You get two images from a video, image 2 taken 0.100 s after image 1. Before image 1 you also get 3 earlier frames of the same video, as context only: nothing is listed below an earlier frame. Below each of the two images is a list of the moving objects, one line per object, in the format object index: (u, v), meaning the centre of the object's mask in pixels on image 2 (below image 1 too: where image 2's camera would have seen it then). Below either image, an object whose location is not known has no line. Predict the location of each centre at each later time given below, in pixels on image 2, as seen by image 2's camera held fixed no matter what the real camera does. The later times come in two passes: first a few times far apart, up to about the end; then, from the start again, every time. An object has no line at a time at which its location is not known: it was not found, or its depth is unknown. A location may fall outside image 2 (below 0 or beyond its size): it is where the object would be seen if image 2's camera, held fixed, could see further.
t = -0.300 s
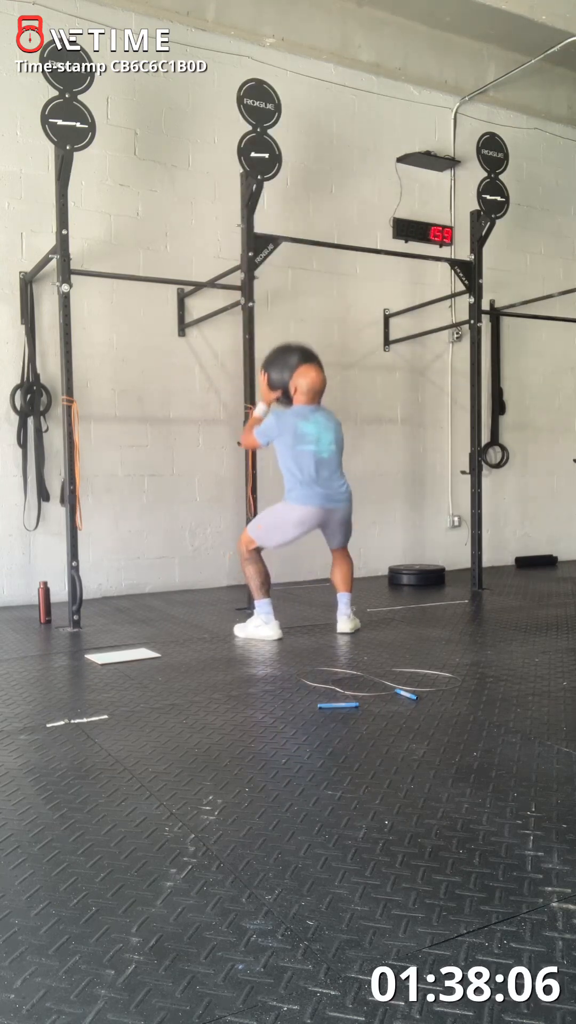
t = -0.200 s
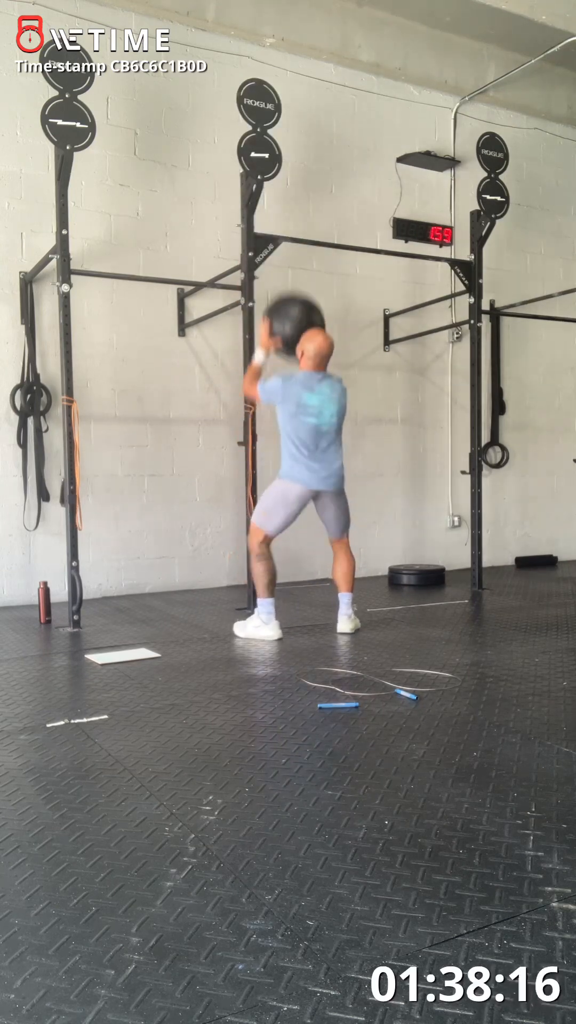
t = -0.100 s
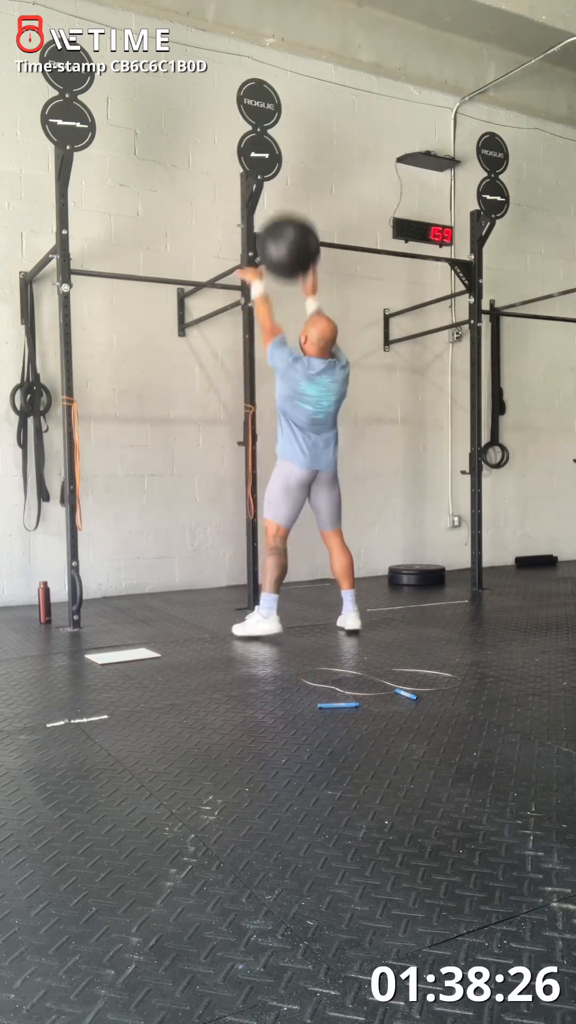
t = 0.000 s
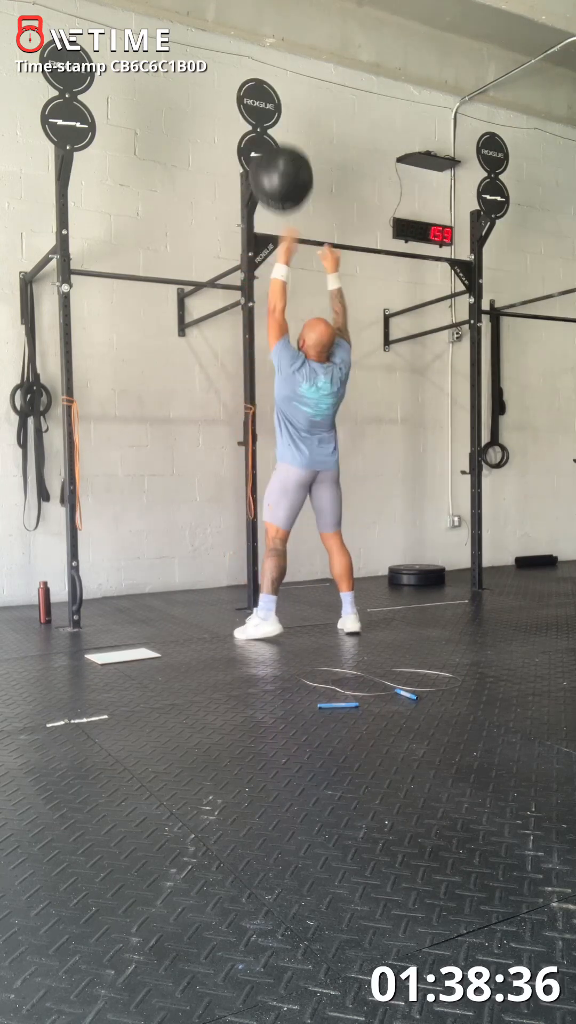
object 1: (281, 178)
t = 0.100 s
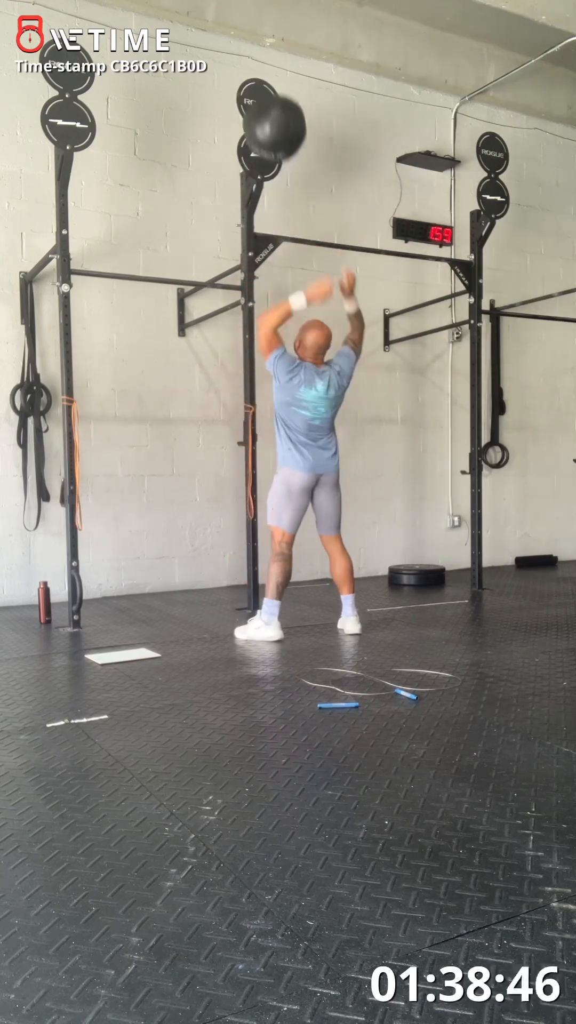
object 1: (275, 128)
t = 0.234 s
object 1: (266, 91)
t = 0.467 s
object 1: (264, 86)
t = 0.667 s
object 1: (270, 150)
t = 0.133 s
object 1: (272, 114)
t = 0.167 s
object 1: (270, 104)
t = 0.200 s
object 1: (268, 96)
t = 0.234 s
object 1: (266, 91)
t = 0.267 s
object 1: (264, 85)
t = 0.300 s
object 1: (262, 82)
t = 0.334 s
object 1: (261, 81)
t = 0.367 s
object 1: (262, 80)
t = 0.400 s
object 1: (262, 80)
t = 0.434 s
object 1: (263, 82)
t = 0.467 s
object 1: (264, 86)
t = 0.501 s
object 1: (265, 93)
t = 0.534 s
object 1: (266, 99)
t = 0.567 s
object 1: (266, 108)
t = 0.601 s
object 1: (267, 120)
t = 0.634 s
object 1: (269, 135)
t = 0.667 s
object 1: (270, 150)
